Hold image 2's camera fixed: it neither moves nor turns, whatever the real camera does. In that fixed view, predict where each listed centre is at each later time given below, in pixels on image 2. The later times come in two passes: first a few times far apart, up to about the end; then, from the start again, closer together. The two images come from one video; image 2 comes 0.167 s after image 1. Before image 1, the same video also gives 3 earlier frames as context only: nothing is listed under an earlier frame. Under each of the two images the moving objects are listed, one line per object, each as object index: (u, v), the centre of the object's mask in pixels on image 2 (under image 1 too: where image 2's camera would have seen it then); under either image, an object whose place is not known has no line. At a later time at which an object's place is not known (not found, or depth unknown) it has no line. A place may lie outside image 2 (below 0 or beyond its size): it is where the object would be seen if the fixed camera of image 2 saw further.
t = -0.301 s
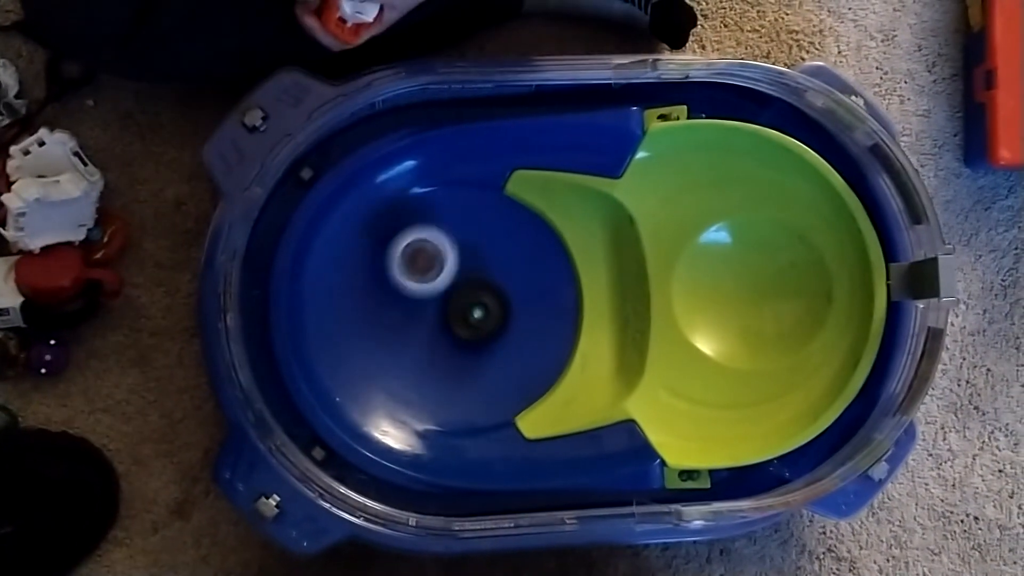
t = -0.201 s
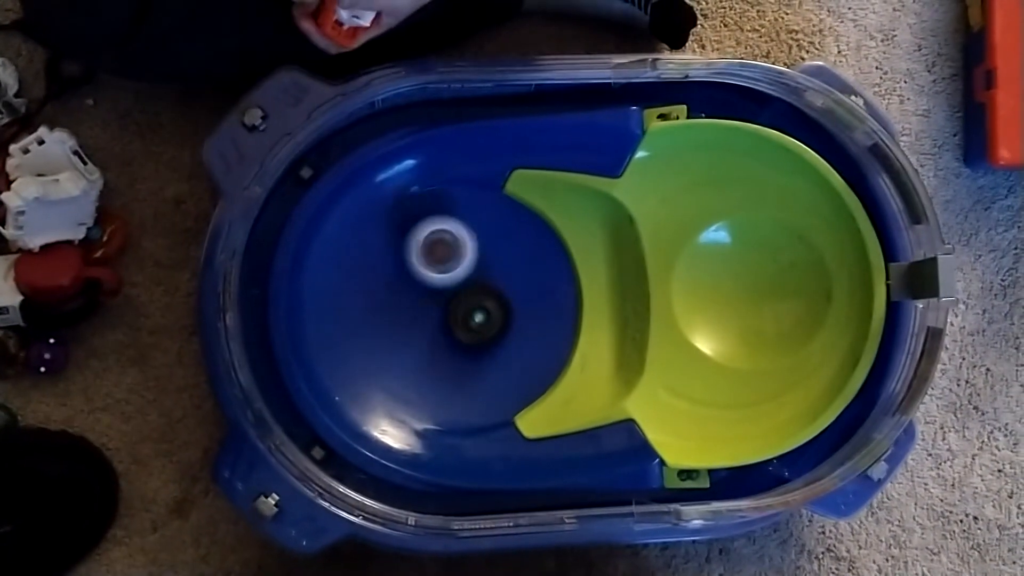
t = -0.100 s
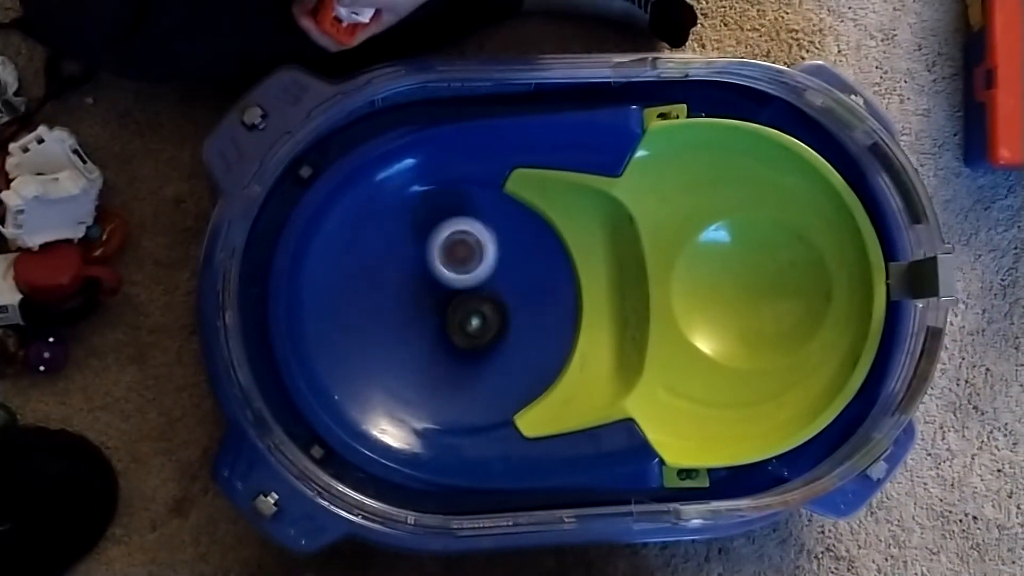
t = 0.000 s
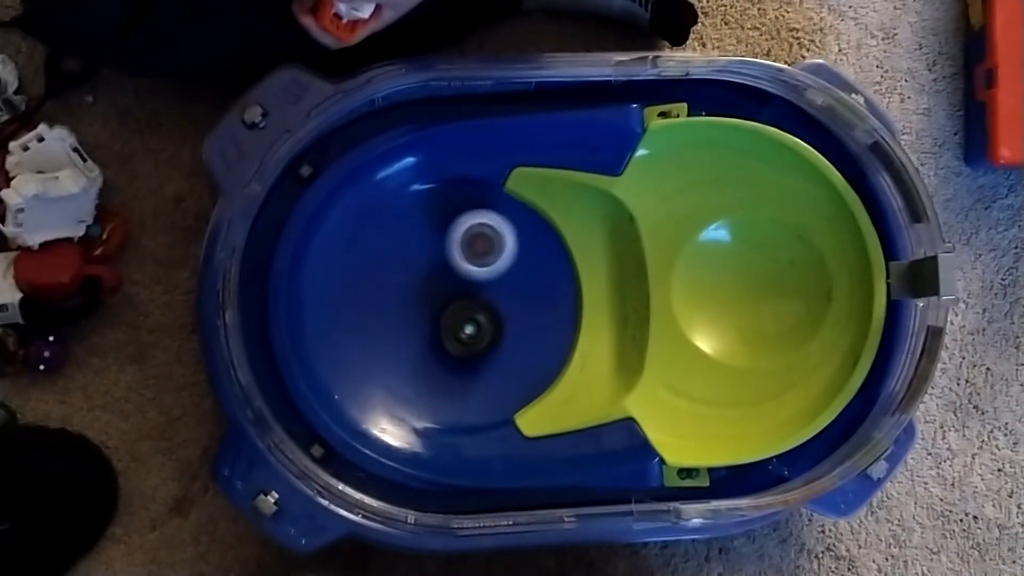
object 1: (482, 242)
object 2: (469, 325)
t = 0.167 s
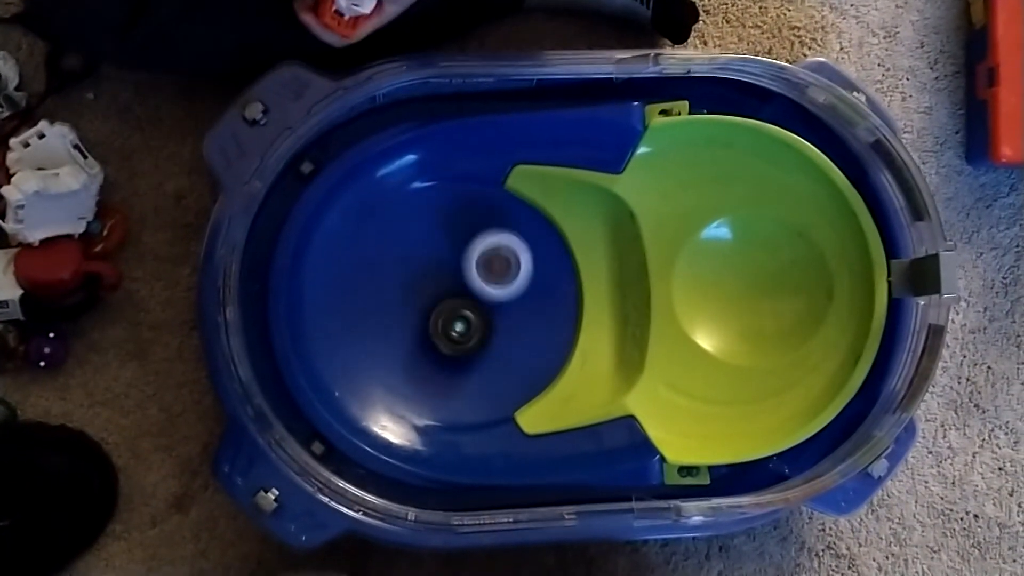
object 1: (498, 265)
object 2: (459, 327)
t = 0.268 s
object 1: (505, 282)
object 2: (447, 326)
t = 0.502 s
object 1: (497, 320)
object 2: (425, 310)
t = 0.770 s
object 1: (472, 340)
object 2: (426, 287)
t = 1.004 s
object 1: (456, 348)
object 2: (443, 270)
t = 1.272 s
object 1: (436, 344)
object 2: (463, 280)
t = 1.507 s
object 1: (404, 333)
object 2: (486, 312)
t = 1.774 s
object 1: (430, 295)
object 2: (480, 340)
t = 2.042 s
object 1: (488, 246)
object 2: (448, 335)
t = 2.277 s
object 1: (512, 269)
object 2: (428, 297)
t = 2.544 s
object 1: (462, 336)
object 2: (444, 261)
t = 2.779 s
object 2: (466, 267)
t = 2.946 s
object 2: (477, 295)
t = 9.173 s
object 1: (400, 278)
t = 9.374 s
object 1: (410, 283)
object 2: (511, 301)
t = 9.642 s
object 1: (448, 307)
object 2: (517, 287)
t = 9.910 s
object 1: (438, 330)
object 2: (510, 281)
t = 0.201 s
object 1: (498, 271)
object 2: (455, 326)
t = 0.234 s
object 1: (503, 277)
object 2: (450, 326)
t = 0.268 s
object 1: (505, 282)
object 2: (447, 326)
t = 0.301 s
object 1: (508, 287)
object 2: (442, 325)
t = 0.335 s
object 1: (509, 294)
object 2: (440, 323)
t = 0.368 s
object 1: (507, 299)
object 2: (437, 321)
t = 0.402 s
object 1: (504, 305)
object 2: (434, 319)
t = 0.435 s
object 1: (500, 311)
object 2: (431, 317)
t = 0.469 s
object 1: (498, 315)
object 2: (427, 313)
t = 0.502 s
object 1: (497, 320)
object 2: (425, 310)
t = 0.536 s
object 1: (497, 325)
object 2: (424, 307)
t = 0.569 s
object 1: (495, 330)
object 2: (424, 304)
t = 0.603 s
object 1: (493, 333)
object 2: (423, 302)
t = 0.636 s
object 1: (490, 336)
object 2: (423, 299)
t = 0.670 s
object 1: (485, 338)
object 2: (424, 295)
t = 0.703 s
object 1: (480, 338)
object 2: (424, 292)
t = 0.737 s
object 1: (475, 339)
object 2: (425, 290)
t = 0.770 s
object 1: (472, 340)
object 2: (426, 287)
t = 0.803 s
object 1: (471, 342)
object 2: (428, 280)
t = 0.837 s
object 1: (469, 347)
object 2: (429, 276)
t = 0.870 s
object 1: (467, 350)
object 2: (432, 274)
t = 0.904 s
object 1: (465, 352)
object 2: (435, 273)
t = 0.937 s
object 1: (462, 352)
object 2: (437, 271)
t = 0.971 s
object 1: (459, 352)
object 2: (441, 270)
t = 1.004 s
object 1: (456, 348)
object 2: (443, 270)
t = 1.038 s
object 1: (453, 344)
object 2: (446, 270)
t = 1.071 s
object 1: (451, 339)
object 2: (449, 271)
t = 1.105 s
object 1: (451, 336)
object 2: (450, 272)
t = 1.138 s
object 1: (449, 338)
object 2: (453, 270)
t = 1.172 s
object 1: (445, 342)
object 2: (453, 270)
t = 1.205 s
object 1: (443, 343)
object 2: (456, 272)
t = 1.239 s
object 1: (440, 344)
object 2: (460, 277)
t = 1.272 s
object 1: (436, 344)
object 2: (463, 280)
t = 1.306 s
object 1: (434, 341)
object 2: (467, 284)
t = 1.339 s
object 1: (432, 340)
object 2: (471, 289)
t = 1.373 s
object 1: (424, 339)
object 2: (476, 292)
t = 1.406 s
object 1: (418, 340)
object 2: (480, 296)
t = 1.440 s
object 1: (411, 339)
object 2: (483, 300)
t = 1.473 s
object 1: (407, 336)
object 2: (485, 306)
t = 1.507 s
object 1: (404, 333)
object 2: (486, 312)
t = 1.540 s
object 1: (401, 328)
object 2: (488, 317)
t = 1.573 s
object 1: (401, 323)
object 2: (488, 323)
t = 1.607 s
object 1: (402, 319)
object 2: (487, 326)
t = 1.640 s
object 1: (406, 313)
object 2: (487, 331)
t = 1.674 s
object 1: (411, 307)
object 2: (486, 334)
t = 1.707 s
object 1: (416, 303)
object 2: (484, 336)
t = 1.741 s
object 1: (423, 298)
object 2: (483, 338)
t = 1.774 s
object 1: (430, 295)
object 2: (480, 340)
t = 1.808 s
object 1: (438, 291)
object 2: (477, 341)
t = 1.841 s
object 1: (445, 284)
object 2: (474, 343)
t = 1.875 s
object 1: (452, 275)
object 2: (470, 344)
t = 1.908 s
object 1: (459, 266)
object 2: (466, 344)
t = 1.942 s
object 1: (467, 259)
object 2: (461, 343)
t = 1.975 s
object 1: (475, 253)
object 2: (457, 342)
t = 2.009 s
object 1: (482, 248)
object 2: (452, 338)
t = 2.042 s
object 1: (488, 246)
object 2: (448, 335)
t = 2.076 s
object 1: (494, 244)
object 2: (443, 330)
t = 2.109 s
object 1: (500, 245)
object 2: (439, 326)
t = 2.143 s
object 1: (505, 247)
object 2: (436, 320)
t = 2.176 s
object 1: (509, 250)
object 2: (434, 314)
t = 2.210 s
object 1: (511, 255)
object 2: (432, 308)
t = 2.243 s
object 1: (512, 262)
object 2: (431, 303)
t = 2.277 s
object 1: (512, 269)
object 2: (428, 297)
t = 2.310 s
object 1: (510, 276)
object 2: (428, 292)
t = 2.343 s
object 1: (507, 284)
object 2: (428, 286)
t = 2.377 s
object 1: (504, 293)
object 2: (429, 281)
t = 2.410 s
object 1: (499, 303)
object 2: (432, 276)
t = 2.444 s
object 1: (491, 311)
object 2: (432, 270)
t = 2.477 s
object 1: (483, 320)
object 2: (436, 265)
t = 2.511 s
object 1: (472, 328)
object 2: (440, 262)
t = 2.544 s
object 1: (462, 336)
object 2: (444, 261)
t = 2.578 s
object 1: (451, 342)
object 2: (447, 259)
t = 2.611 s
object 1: (441, 346)
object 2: (450, 259)
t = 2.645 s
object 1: (431, 349)
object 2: (453, 258)
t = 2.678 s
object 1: (421, 350)
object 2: (456, 259)
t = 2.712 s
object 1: (414, 350)
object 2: (459, 261)
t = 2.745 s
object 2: (463, 263)
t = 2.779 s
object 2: (466, 267)
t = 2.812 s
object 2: (469, 271)
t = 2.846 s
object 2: (471, 276)
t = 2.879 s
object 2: (474, 282)
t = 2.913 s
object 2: (476, 288)
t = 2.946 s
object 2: (477, 295)
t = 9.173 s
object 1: (400, 278)
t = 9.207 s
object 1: (399, 279)
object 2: (508, 308)
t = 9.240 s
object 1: (400, 279)
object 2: (510, 305)
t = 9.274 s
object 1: (401, 277)
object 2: (512, 304)
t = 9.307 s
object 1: (402, 276)
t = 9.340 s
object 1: (403, 279)
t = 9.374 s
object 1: (410, 283)
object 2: (511, 301)
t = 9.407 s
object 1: (418, 284)
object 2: (512, 301)
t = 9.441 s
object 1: (426, 285)
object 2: (510, 299)
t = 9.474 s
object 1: (432, 286)
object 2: (509, 299)
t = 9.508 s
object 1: (439, 289)
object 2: (509, 296)
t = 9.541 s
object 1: (445, 293)
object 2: (509, 295)
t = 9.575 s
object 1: (450, 299)
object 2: (510, 293)
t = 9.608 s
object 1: (450, 303)
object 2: (512, 290)
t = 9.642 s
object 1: (448, 307)
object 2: (517, 287)
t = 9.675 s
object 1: (446, 309)
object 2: (522, 288)
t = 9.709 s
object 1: (445, 311)
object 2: (523, 293)
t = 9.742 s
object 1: (445, 313)
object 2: (519, 294)
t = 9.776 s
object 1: (445, 315)
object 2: (511, 294)
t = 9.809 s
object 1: (444, 317)
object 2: (507, 292)
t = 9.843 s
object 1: (439, 322)
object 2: (506, 287)
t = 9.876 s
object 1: (437, 328)
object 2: (508, 286)
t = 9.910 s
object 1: (438, 330)
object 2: (510, 281)
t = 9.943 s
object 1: (438, 329)
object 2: (511, 279)
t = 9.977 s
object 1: (435, 326)
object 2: (510, 281)
